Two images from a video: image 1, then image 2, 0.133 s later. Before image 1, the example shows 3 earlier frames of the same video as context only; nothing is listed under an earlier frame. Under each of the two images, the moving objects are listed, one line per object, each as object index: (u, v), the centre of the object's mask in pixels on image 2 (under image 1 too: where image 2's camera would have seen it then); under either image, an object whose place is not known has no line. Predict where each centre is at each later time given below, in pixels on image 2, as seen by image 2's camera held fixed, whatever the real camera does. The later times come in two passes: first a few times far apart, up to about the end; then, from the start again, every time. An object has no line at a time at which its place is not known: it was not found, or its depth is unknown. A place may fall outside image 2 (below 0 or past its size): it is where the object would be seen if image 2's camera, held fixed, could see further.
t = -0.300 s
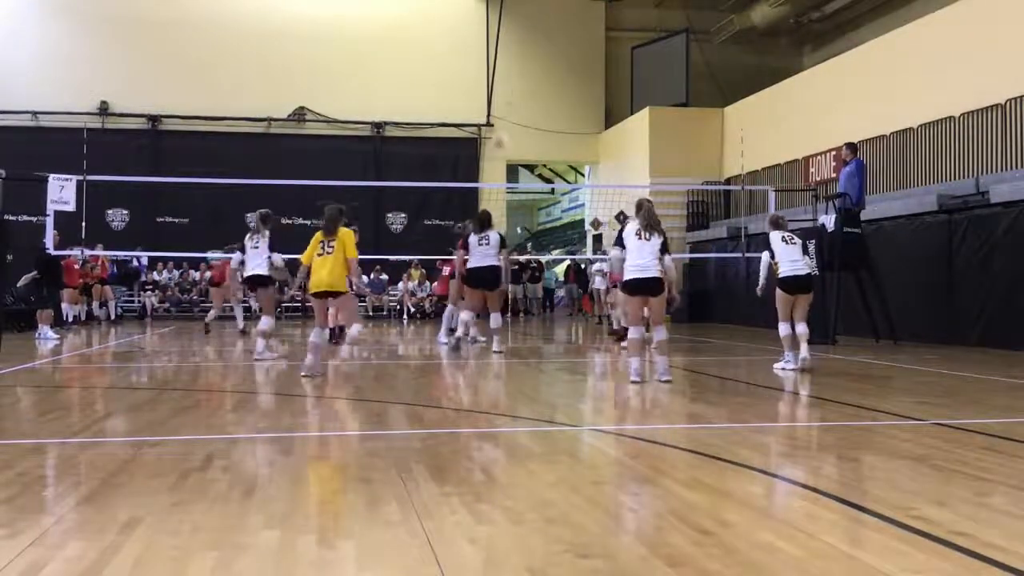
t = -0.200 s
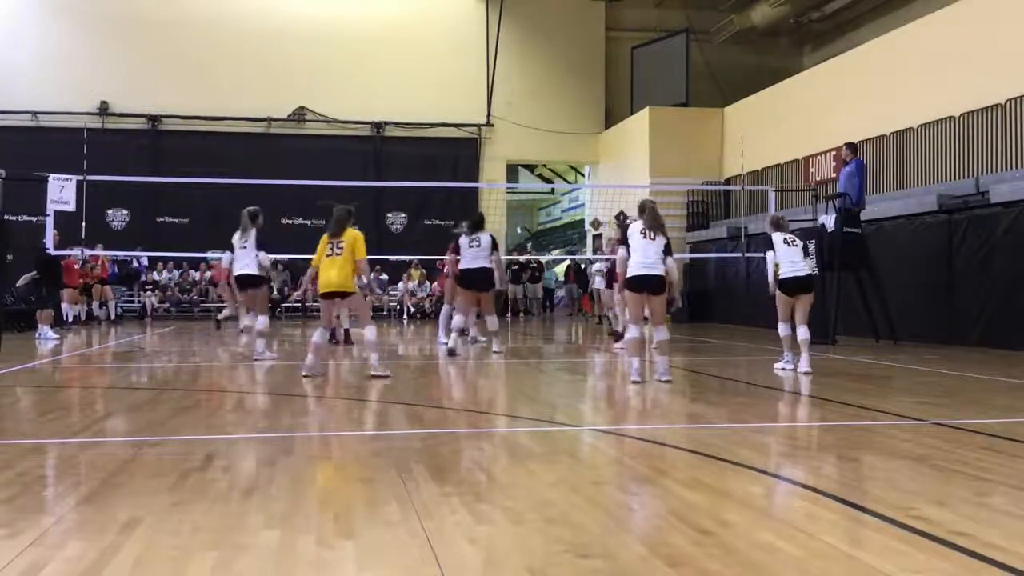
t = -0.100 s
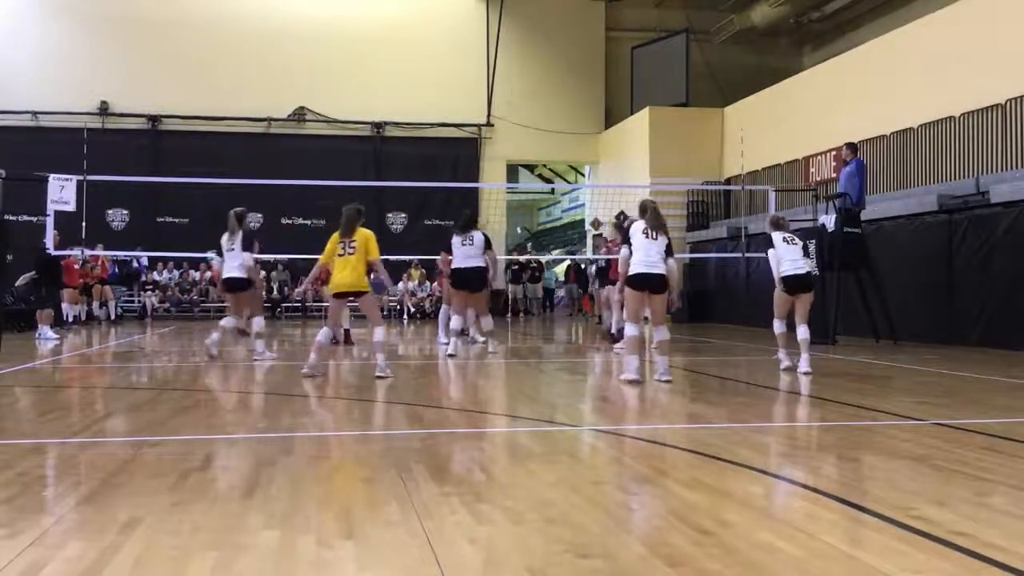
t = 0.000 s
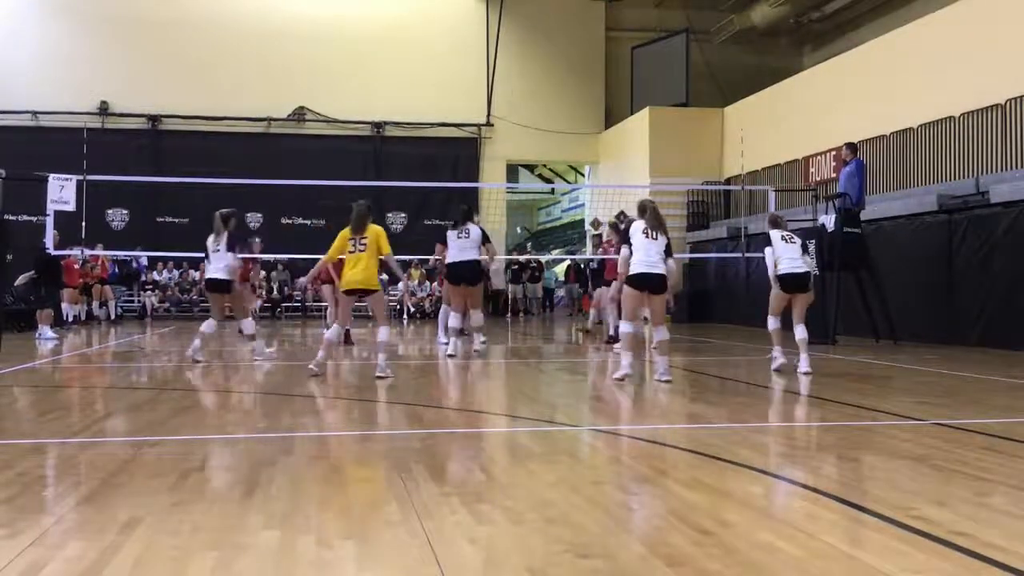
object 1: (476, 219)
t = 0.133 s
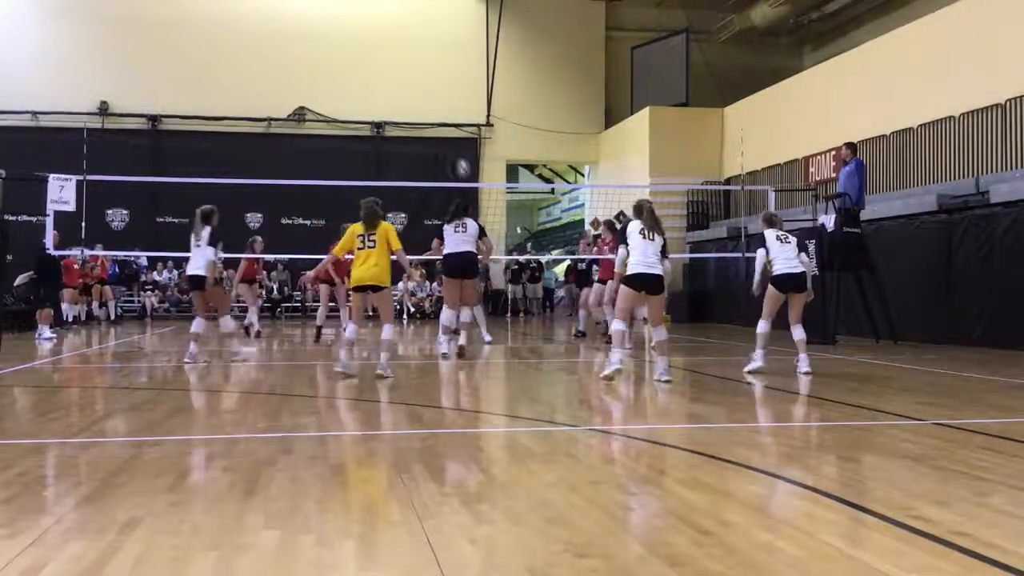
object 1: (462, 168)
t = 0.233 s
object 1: (454, 132)
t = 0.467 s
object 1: (426, 71)
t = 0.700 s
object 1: (393, 42)
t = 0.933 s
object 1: (354, 59)
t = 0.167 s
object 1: (459, 155)
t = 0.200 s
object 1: (456, 143)
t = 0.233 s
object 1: (454, 132)
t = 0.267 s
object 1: (451, 121)
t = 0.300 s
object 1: (447, 113)
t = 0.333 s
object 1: (443, 103)
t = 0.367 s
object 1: (440, 95)
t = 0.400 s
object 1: (435, 85)
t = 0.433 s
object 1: (430, 78)
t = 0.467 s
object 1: (426, 71)
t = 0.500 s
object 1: (422, 64)
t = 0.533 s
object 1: (417, 59)
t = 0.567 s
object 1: (414, 53)
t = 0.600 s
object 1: (409, 49)
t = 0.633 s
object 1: (403, 45)
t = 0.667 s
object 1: (398, 43)
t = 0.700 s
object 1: (393, 42)
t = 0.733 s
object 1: (389, 42)
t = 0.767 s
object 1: (383, 42)
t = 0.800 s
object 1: (377, 43)
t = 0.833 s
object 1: (371, 45)
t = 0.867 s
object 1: (366, 48)
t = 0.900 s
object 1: (360, 53)
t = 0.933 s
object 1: (354, 59)
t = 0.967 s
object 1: (347, 65)
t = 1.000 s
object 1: (340, 74)
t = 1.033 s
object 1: (333, 85)
